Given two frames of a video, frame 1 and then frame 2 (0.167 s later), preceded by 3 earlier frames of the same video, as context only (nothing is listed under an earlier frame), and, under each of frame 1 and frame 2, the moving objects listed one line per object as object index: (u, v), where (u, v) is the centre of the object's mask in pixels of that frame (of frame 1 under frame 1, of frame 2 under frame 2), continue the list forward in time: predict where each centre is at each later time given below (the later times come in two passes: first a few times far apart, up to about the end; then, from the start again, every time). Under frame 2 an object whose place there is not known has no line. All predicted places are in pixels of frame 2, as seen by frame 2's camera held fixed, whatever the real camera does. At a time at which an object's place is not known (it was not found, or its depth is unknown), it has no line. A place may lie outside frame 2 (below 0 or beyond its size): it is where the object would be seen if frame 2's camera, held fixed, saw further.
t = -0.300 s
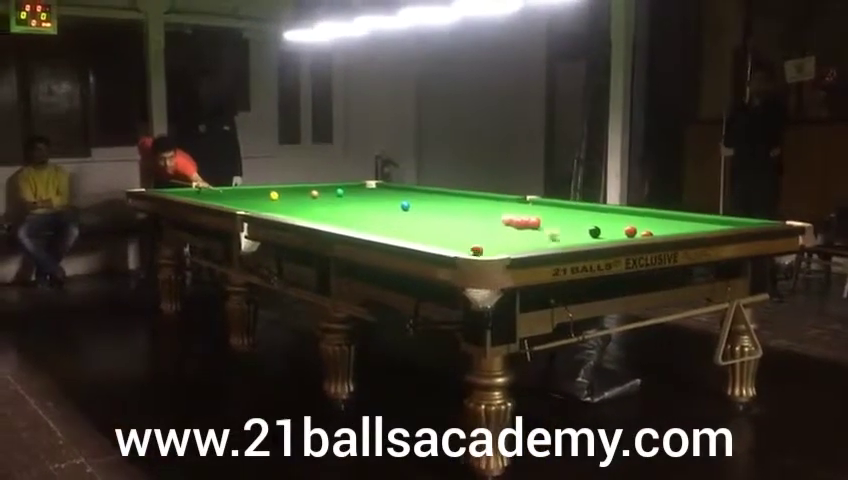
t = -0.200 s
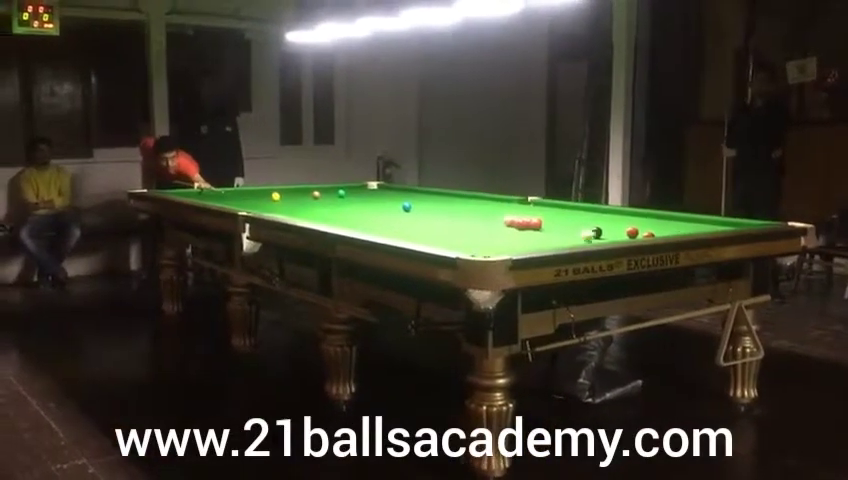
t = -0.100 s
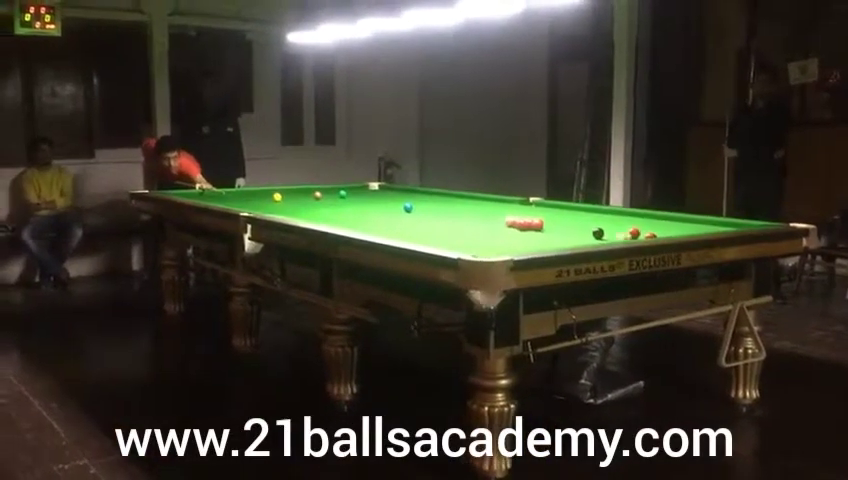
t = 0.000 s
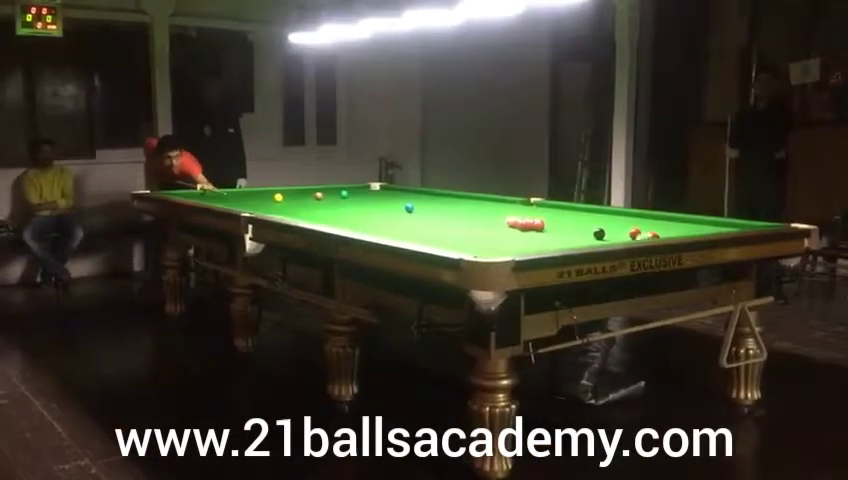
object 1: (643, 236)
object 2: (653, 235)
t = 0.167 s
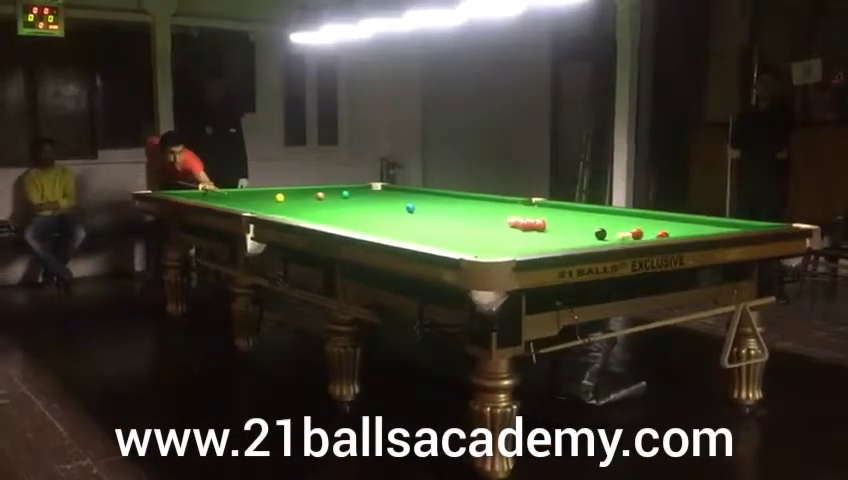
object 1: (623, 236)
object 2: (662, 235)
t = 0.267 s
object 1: (613, 236)
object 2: (666, 233)
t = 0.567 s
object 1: (588, 234)
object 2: (676, 232)
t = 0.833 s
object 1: (568, 231)
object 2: (685, 228)
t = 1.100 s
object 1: (551, 230)
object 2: (692, 226)
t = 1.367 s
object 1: (532, 228)
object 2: (698, 224)
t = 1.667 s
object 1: (515, 226)
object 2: (705, 222)
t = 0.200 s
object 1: (619, 236)
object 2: (663, 234)
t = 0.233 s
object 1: (616, 236)
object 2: (665, 234)
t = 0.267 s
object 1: (613, 236)
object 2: (666, 233)
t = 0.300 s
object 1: (611, 236)
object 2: (667, 233)
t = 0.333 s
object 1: (608, 236)
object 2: (669, 233)
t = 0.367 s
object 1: (605, 235)
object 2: (669, 233)
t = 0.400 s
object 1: (603, 235)
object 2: (671, 232)
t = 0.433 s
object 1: (599, 235)
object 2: (672, 232)
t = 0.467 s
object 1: (596, 235)
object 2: (673, 232)
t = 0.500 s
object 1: (593, 234)
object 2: (674, 232)
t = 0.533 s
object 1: (591, 234)
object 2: (675, 232)
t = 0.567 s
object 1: (588, 234)
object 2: (676, 232)
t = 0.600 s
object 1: (587, 234)
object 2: (677, 232)
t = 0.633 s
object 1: (585, 234)
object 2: (678, 231)
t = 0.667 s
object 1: (583, 234)
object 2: (680, 231)
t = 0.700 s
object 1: (582, 234)
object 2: (681, 230)
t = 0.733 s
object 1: (577, 233)
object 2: (682, 230)
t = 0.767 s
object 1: (573, 232)
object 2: (683, 229)
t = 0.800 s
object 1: (571, 231)
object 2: (684, 229)
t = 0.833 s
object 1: (568, 231)
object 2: (685, 228)
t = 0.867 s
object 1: (566, 231)
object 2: (686, 228)
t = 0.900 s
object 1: (565, 231)
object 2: (688, 228)
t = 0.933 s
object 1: (562, 231)
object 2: (688, 228)
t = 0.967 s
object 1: (559, 230)
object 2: (689, 228)
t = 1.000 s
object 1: (557, 230)
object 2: (690, 227)
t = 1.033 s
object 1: (554, 230)
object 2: (691, 227)
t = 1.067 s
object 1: (553, 230)
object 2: (691, 227)
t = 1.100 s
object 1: (551, 230)
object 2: (692, 226)
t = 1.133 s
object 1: (548, 230)
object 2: (693, 226)
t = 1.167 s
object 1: (545, 229)
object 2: (694, 226)
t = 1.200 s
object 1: (543, 229)
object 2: (695, 225)
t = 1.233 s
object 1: (542, 229)
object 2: (695, 226)
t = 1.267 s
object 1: (540, 229)
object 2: (696, 225)
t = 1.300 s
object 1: (537, 228)
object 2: (696, 225)
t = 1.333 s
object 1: (534, 228)
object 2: (698, 224)
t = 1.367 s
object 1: (532, 228)
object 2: (698, 224)
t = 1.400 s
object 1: (531, 228)
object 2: (699, 224)
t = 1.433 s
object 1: (528, 228)
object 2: (701, 223)
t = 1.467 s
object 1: (527, 228)
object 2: (701, 223)
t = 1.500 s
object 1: (525, 227)
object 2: (702, 223)
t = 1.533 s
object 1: (523, 227)
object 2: (703, 223)
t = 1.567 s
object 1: (521, 226)
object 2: (704, 222)
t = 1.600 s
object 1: (519, 226)
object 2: (704, 222)
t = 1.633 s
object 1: (517, 226)
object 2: (704, 222)
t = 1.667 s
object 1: (515, 226)
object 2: (705, 222)
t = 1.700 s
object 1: (513, 226)
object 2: (705, 222)
